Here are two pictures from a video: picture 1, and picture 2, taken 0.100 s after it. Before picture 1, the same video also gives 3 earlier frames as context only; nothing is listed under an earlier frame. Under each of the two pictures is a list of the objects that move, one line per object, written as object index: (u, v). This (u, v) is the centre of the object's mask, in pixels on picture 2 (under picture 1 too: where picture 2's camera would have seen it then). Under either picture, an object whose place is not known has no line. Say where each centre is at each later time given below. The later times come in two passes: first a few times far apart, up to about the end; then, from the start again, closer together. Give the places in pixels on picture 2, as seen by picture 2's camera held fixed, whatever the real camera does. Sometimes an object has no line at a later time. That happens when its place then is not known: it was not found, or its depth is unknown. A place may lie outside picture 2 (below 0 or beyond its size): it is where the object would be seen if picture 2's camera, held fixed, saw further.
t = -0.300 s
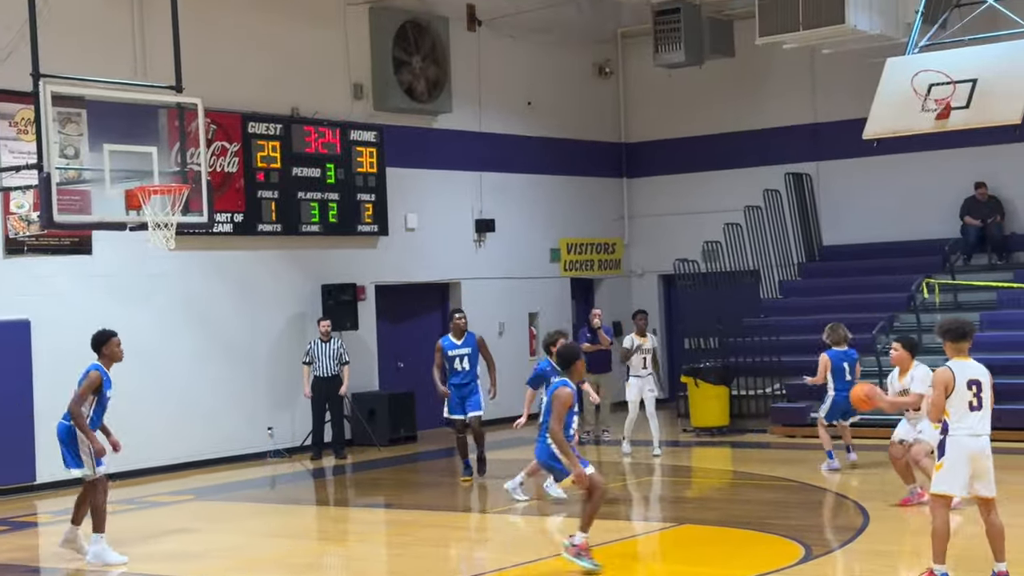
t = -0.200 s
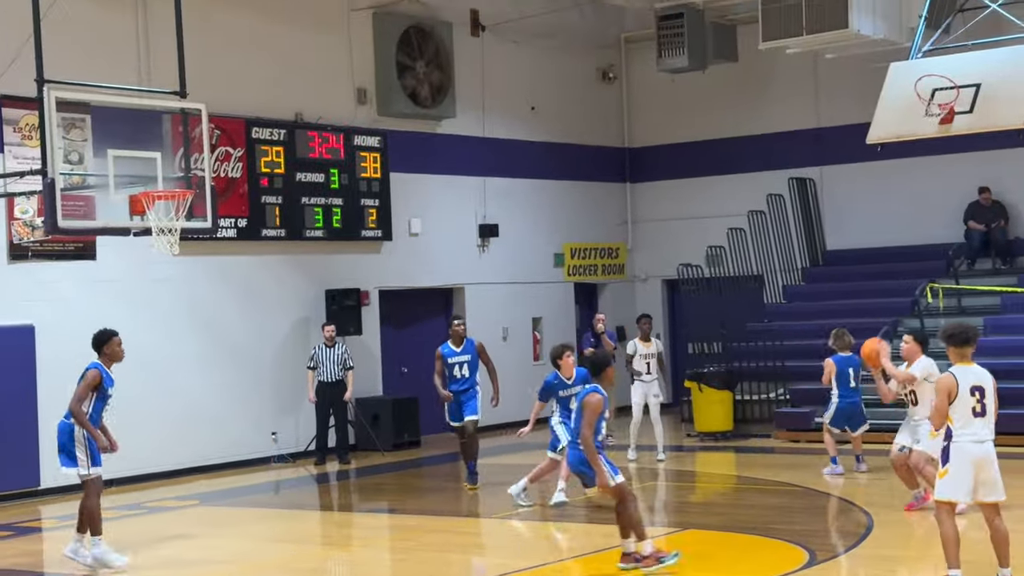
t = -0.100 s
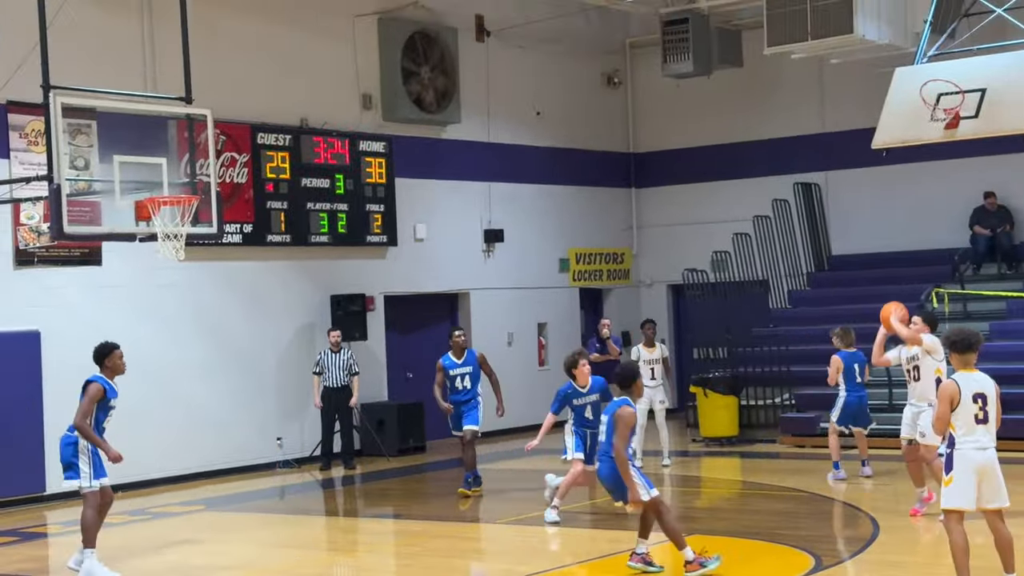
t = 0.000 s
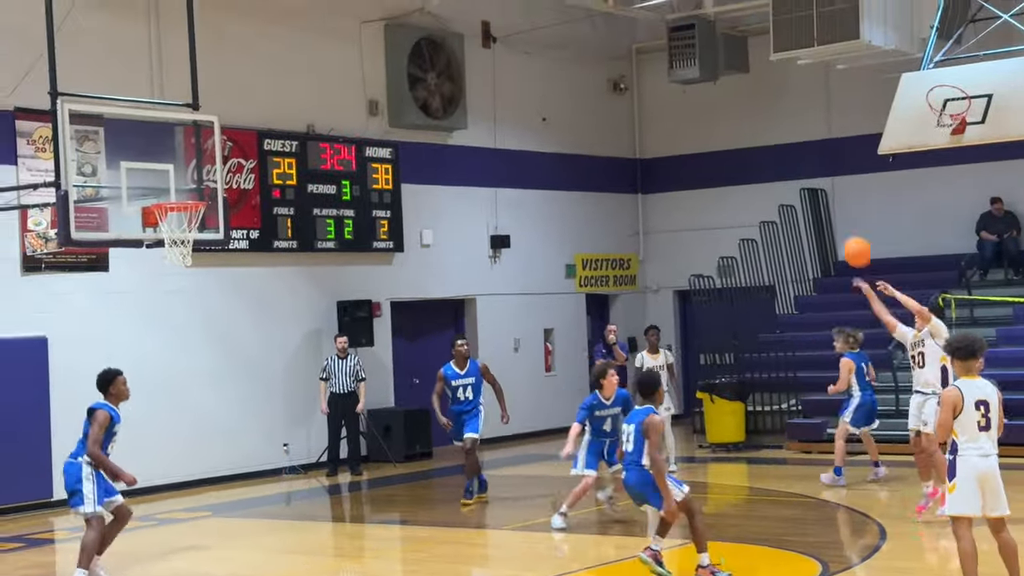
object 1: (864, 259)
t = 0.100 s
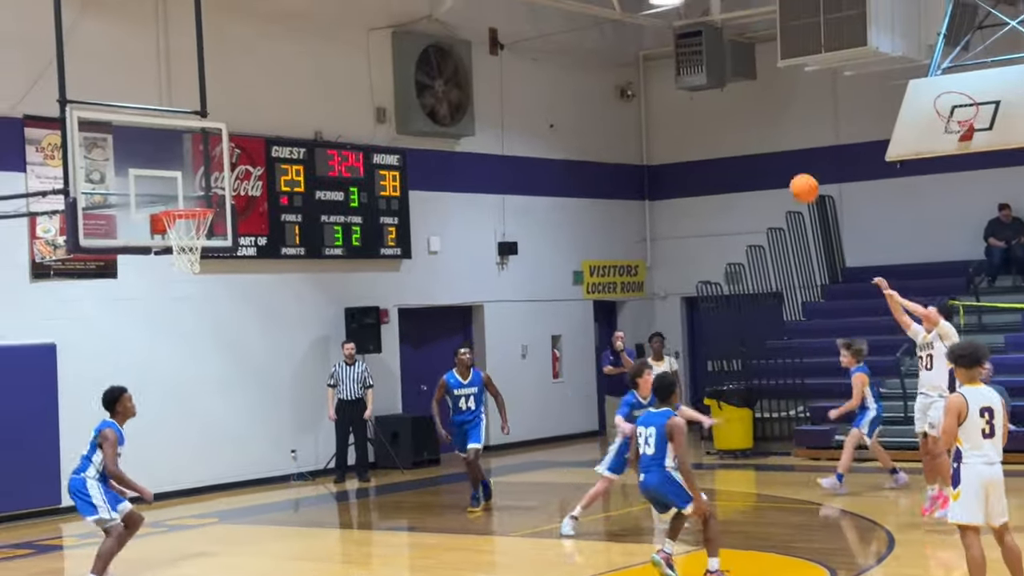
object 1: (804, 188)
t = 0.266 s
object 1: (708, 99)
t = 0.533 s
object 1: (563, 23)
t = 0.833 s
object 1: (410, 30)
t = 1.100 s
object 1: (284, 114)
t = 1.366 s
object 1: (221, 220)
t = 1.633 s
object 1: (259, 322)
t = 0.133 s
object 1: (785, 168)
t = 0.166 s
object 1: (766, 149)
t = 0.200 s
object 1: (746, 132)
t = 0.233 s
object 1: (727, 115)
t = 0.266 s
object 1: (708, 99)
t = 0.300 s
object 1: (688, 85)
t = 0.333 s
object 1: (671, 73)
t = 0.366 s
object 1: (653, 62)
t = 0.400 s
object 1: (634, 52)
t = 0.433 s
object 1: (616, 43)
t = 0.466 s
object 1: (598, 35)
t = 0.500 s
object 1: (581, 29)
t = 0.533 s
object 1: (563, 23)
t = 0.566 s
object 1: (546, 18)
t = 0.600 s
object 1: (529, 16)
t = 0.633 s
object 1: (512, 13)
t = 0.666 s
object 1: (495, 13)
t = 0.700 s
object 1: (478, 14)
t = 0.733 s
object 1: (461, 18)
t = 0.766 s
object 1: (444, 20)
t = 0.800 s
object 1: (427, 25)
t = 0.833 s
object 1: (410, 30)
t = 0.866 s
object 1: (394, 37)
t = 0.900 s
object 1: (378, 44)
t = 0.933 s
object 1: (362, 53)
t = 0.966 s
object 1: (347, 63)
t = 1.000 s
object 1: (330, 74)
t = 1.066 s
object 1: (298, 100)
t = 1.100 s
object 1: (284, 114)
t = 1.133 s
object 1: (269, 130)
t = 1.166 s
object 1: (254, 147)
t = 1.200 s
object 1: (239, 164)
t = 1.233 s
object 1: (223, 185)
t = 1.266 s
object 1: (210, 203)
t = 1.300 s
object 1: (212, 209)
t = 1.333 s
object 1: (216, 214)
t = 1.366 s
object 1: (221, 220)
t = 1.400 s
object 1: (225, 228)
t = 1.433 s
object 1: (230, 236)
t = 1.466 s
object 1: (236, 246)
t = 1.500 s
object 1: (240, 258)
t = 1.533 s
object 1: (245, 271)
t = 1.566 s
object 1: (250, 286)
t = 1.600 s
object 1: (254, 304)
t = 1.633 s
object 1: (259, 322)
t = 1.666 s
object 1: (264, 342)
